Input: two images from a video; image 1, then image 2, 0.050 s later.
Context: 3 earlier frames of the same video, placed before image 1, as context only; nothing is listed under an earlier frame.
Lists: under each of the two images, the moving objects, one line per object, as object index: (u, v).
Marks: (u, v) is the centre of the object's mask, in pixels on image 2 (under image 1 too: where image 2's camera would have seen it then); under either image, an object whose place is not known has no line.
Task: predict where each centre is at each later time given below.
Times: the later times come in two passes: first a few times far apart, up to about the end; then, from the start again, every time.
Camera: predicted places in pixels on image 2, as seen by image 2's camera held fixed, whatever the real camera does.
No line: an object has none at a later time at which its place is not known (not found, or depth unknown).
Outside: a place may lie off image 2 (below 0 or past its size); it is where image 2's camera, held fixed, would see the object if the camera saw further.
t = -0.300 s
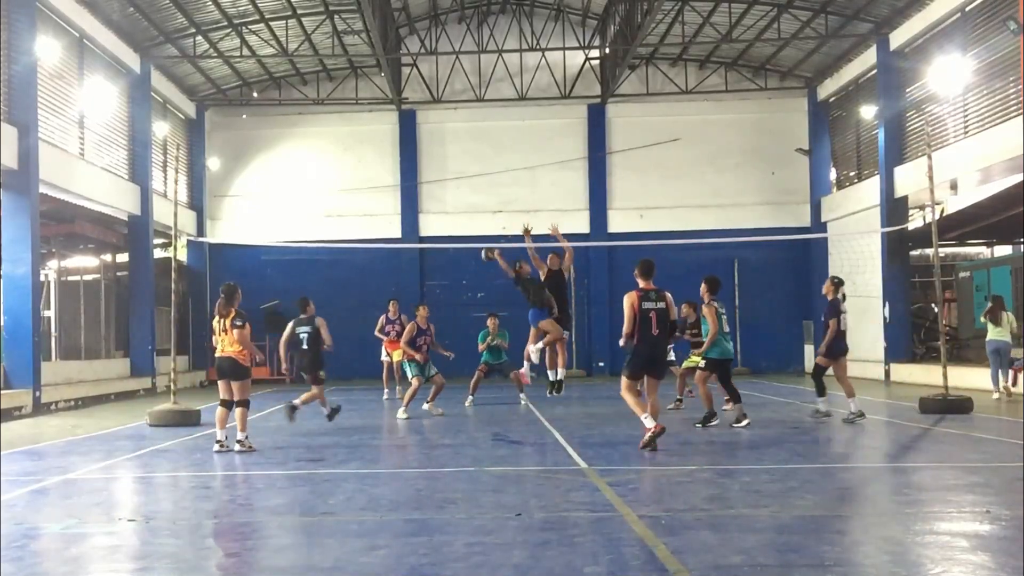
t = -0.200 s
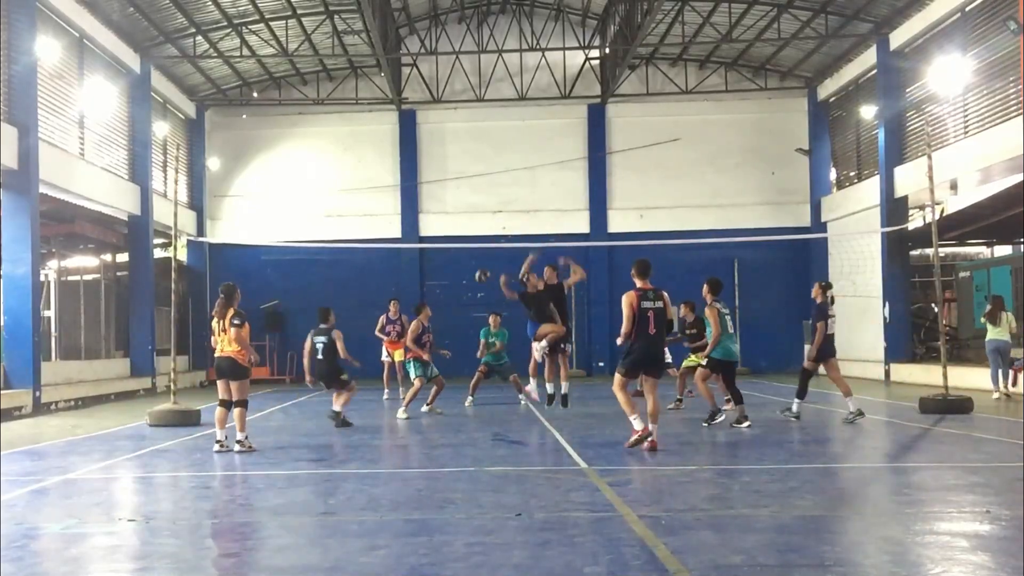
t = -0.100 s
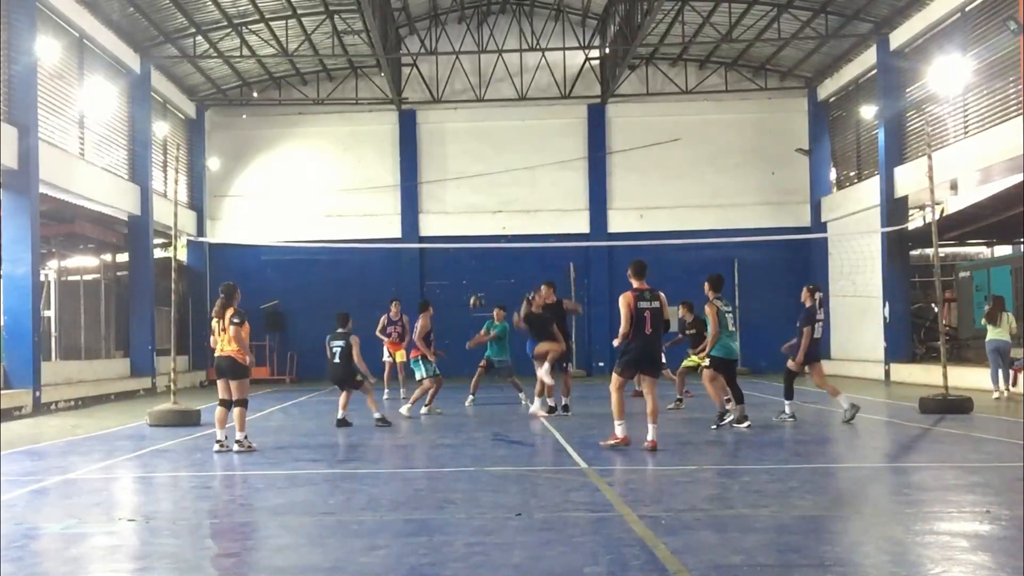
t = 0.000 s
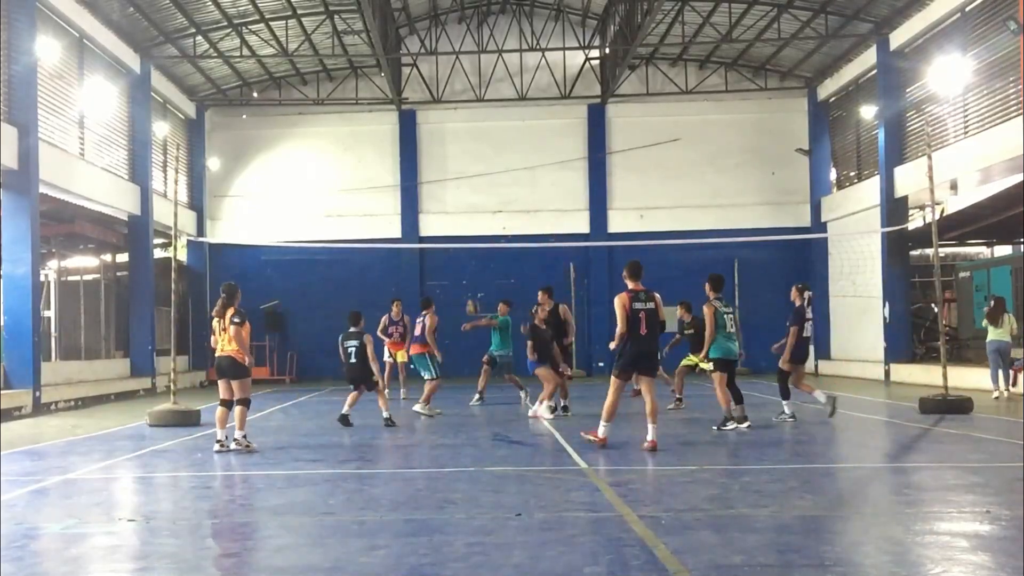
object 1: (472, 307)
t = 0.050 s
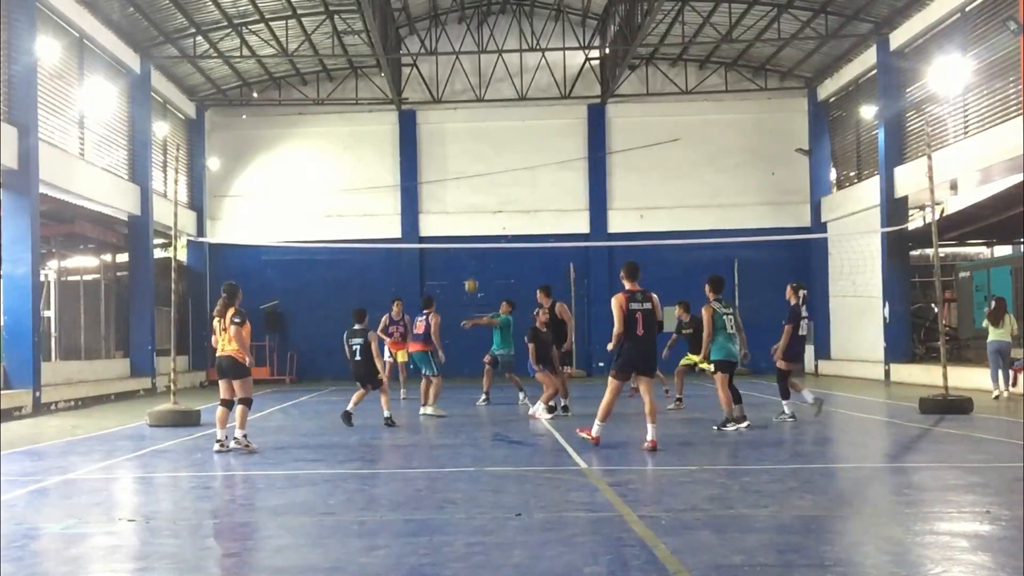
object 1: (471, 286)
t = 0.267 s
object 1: (468, 212)
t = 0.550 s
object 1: (465, 161)
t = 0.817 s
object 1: (462, 156)
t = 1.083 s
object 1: (460, 194)
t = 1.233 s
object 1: (460, 233)
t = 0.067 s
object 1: (471, 279)
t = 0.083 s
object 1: (471, 272)
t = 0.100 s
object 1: (470, 265)
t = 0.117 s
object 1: (470, 260)
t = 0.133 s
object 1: (470, 254)
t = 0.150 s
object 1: (470, 251)
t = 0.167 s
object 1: (469, 240)
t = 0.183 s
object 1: (470, 237)
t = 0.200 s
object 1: (469, 231)
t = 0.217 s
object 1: (469, 226)
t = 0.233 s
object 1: (468, 221)
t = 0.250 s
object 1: (468, 216)
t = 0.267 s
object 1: (468, 212)
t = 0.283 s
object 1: (468, 207)
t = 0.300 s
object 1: (468, 203)
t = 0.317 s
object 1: (468, 199)
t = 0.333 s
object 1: (468, 195)
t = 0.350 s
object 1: (467, 191)
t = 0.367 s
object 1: (467, 188)
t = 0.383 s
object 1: (466, 185)
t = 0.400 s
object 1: (466, 181)
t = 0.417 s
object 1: (466, 178)
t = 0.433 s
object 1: (466, 176)
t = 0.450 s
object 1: (466, 173)
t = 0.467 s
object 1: (465, 170)
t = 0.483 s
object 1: (465, 168)
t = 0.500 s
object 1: (465, 166)
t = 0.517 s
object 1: (465, 164)
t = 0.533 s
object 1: (465, 162)
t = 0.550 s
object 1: (465, 161)
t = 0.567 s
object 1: (464, 159)
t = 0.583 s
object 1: (464, 157)
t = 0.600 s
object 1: (464, 156)
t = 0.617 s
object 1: (464, 155)
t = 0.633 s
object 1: (464, 155)
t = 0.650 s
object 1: (463, 154)
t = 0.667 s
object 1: (463, 153)
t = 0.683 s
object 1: (463, 153)
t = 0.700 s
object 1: (463, 153)
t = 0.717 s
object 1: (463, 153)
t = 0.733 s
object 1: (462, 153)
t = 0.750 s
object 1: (462, 153)
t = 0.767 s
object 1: (462, 154)
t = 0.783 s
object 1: (462, 155)
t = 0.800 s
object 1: (462, 155)
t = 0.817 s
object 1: (462, 156)
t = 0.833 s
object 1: (462, 157)
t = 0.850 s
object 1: (462, 159)
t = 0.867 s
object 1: (462, 160)
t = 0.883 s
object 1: (461, 162)
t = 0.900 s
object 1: (461, 164)
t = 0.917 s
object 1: (461, 166)
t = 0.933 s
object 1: (461, 168)
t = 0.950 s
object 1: (461, 170)
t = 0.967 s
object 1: (461, 173)
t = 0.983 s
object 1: (460, 175)
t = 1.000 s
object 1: (460, 178)
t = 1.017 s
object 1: (460, 181)
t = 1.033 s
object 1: (460, 184)
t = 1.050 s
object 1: (460, 187)
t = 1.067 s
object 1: (460, 191)
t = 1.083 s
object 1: (460, 194)
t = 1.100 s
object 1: (460, 198)
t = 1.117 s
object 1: (461, 202)
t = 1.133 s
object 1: (460, 206)
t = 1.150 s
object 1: (460, 210)
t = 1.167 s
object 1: (460, 215)
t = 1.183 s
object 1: (460, 219)
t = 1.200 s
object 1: (460, 224)
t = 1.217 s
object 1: (460, 229)
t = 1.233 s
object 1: (460, 233)
